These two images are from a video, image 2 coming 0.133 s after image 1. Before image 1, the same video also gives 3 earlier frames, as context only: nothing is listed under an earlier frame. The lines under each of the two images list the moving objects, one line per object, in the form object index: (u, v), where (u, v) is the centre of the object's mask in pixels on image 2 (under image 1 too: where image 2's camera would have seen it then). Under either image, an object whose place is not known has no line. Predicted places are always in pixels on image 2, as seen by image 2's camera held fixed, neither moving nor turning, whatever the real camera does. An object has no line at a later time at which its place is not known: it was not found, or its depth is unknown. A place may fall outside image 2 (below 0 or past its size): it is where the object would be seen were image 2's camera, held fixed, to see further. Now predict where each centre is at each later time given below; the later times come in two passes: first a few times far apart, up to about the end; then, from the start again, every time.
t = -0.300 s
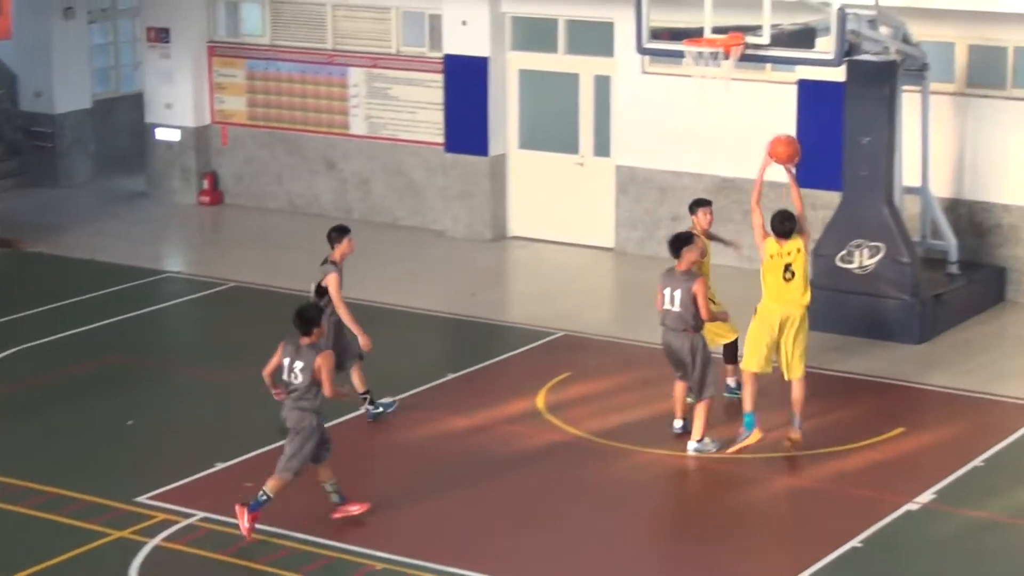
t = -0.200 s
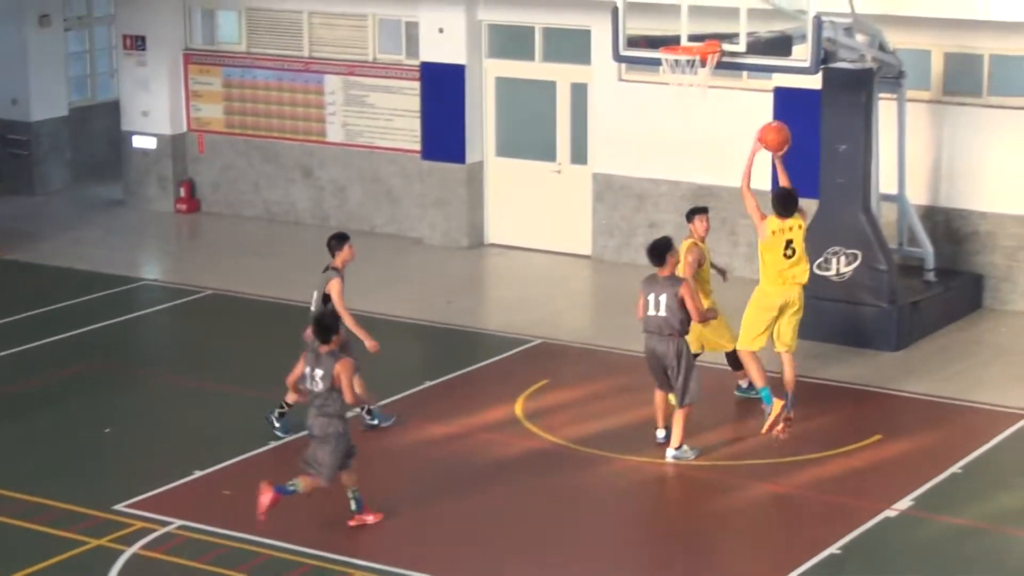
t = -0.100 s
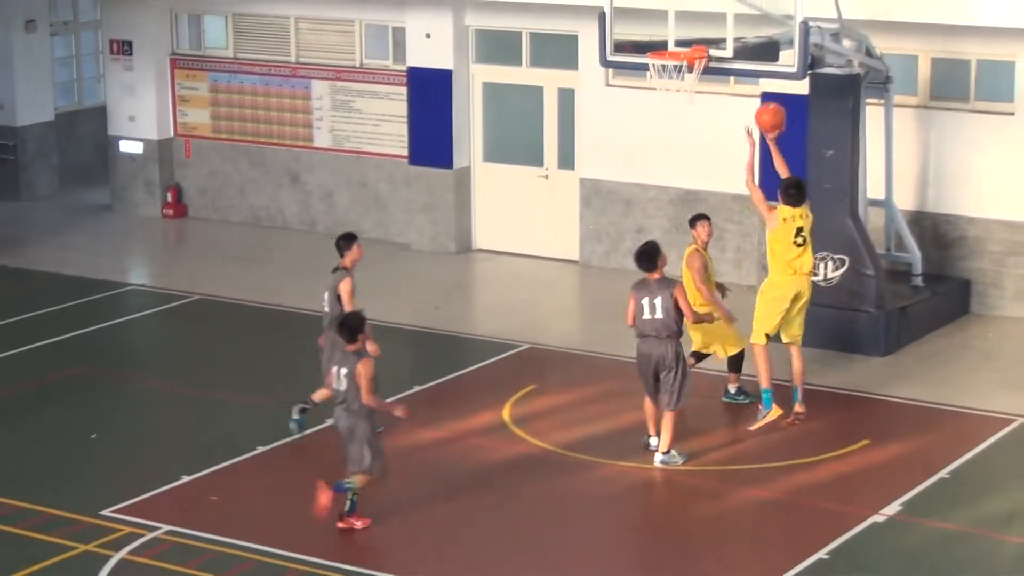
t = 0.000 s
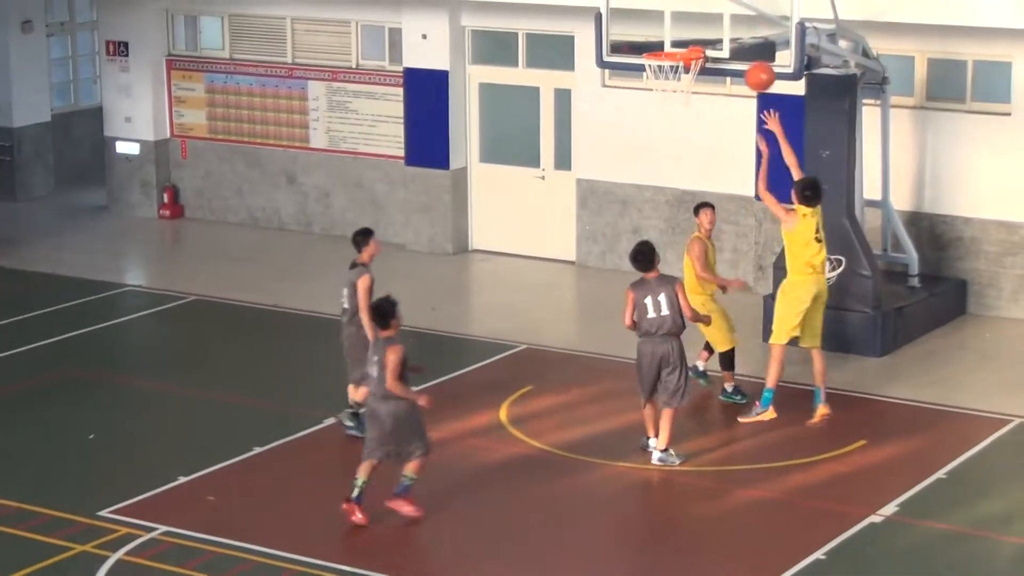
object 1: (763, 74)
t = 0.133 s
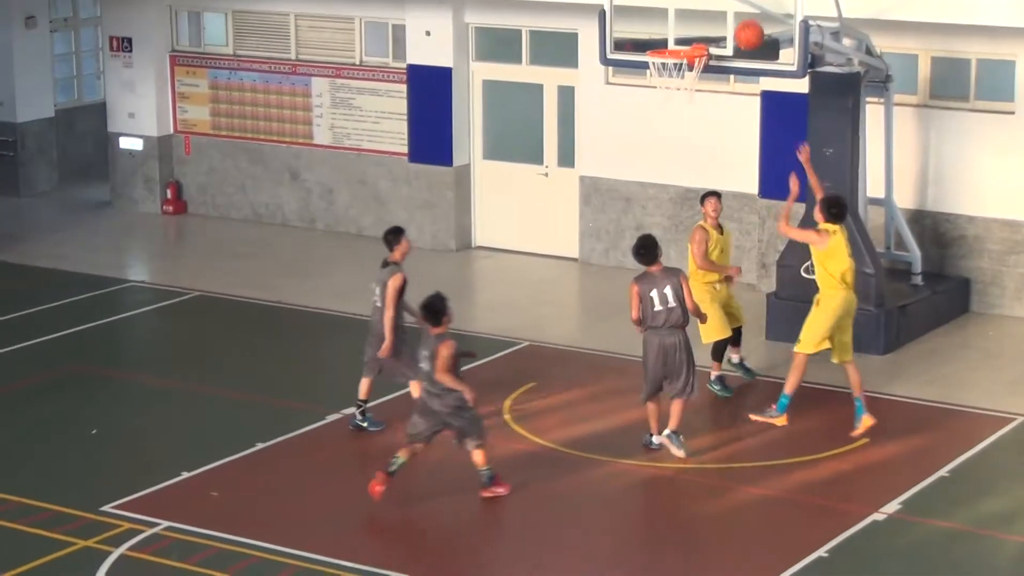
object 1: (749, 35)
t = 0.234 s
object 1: (738, 20)
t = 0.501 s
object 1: (681, 45)
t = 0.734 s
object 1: (664, 88)
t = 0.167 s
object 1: (745, 29)
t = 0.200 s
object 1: (741, 24)
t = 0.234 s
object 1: (738, 20)
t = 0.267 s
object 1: (734, 19)
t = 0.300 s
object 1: (727, 20)
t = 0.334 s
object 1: (719, 23)
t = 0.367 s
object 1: (711, 27)
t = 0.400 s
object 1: (703, 33)
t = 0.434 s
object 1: (696, 39)
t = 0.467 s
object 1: (689, 43)
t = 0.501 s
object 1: (681, 45)
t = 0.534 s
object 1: (675, 46)
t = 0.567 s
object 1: (669, 56)
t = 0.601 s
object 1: (667, 66)
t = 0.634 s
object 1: (666, 69)
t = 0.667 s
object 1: (665, 73)
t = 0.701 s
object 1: (664, 80)
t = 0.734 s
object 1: (664, 88)
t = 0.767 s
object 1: (663, 98)
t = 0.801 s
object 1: (662, 107)
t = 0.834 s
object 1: (662, 118)
